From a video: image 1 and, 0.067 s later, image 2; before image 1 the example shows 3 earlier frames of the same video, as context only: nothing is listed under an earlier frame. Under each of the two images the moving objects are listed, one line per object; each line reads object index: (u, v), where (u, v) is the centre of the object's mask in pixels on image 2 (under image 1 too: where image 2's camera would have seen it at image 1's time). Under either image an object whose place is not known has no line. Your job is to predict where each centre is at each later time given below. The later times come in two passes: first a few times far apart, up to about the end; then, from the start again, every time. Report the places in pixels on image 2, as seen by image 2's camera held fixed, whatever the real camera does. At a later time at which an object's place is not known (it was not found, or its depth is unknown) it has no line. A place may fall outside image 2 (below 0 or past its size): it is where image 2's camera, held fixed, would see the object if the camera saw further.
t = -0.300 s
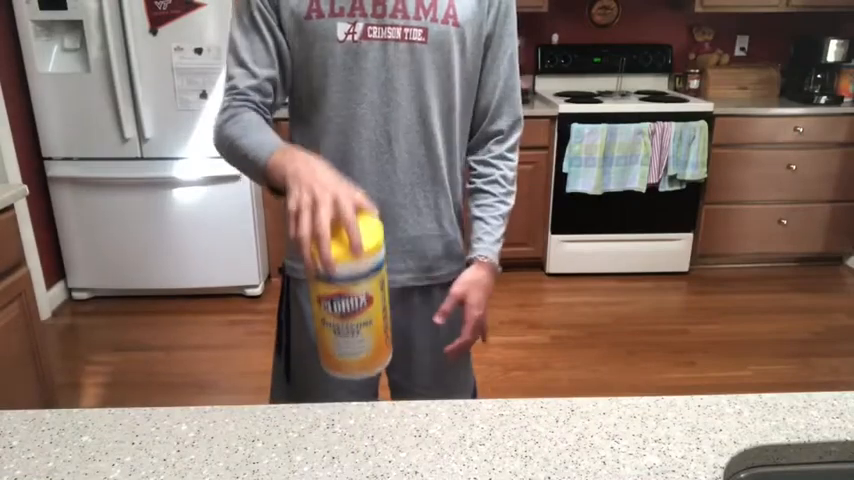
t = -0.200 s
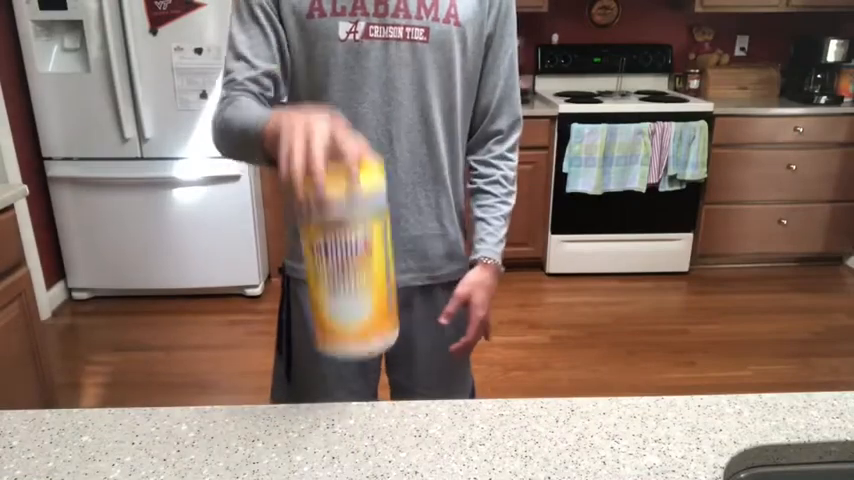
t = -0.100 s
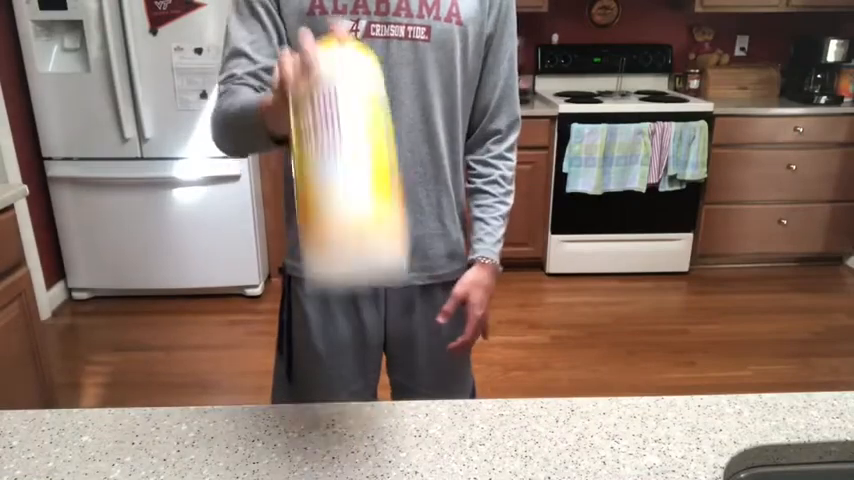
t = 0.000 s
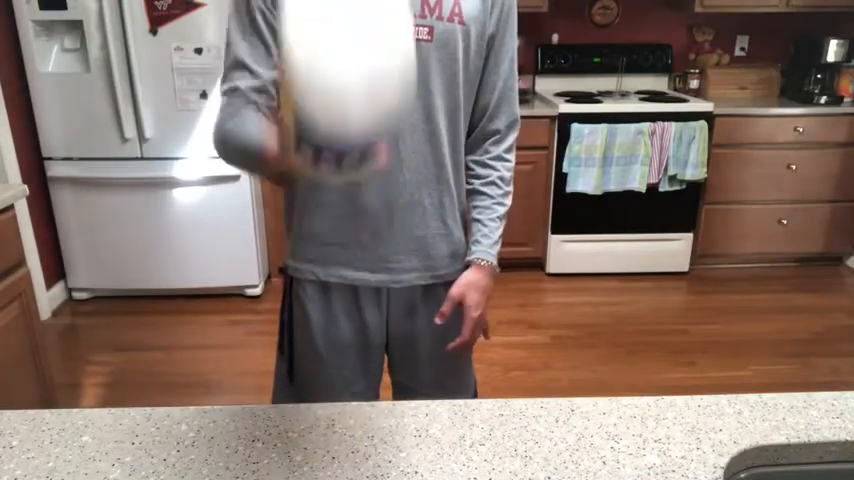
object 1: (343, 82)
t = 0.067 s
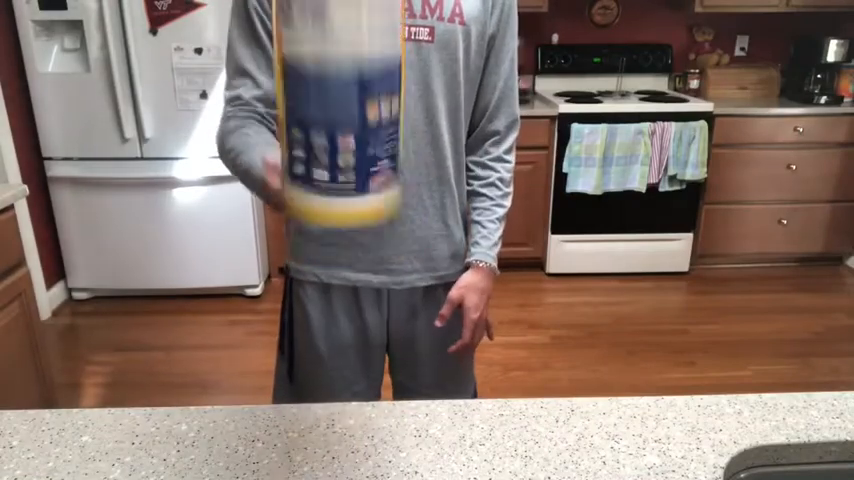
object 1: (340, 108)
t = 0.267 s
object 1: (345, 246)
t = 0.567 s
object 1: (384, 394)
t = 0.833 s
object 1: (391, 398)
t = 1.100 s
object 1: (391, 398)
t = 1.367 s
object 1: (391, 398)
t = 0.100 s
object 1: (342, 116)
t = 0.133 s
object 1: (345, 134)
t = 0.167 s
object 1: (347, 157)
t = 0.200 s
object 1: (346, 198)
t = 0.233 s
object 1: (342, 191)
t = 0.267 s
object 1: (345, 246)
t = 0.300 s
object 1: (345, 290)
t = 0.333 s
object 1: (350, 361)
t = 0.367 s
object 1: (359, 379)
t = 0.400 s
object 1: (366, 383)
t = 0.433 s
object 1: (372, 385)
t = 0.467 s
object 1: (377, 387)
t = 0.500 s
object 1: (381, 390)
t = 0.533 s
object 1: (384, 392)
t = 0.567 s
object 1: (384, 394)
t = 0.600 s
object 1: (387, 396)
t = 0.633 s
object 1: (390, 397)
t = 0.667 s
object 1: (390, 398)
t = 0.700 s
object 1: (391, 398)
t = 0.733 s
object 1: (391, 398)
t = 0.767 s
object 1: (391, 398)
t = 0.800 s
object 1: (391, 398)
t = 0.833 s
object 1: (391, 398)
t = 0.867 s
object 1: (391, 398)
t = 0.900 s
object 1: (391, 398)
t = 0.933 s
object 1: (391, 398)
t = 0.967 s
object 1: (391, 398)
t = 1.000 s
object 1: (391, 398)
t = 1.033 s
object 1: (391, 398)
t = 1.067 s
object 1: (391, 398)
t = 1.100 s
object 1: (391, 398)
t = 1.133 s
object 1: (391, 398)
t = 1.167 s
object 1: (391, 398)
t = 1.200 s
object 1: (391, 398)
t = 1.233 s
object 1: (391, 398)
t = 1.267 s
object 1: (391, 398)
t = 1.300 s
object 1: (391, 398)
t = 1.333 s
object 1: (391, 398)
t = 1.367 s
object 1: (391, 398)
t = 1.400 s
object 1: (391, 398)
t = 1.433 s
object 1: (391, 398)
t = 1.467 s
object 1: (391, 398)
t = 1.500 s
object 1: (391, 398)
